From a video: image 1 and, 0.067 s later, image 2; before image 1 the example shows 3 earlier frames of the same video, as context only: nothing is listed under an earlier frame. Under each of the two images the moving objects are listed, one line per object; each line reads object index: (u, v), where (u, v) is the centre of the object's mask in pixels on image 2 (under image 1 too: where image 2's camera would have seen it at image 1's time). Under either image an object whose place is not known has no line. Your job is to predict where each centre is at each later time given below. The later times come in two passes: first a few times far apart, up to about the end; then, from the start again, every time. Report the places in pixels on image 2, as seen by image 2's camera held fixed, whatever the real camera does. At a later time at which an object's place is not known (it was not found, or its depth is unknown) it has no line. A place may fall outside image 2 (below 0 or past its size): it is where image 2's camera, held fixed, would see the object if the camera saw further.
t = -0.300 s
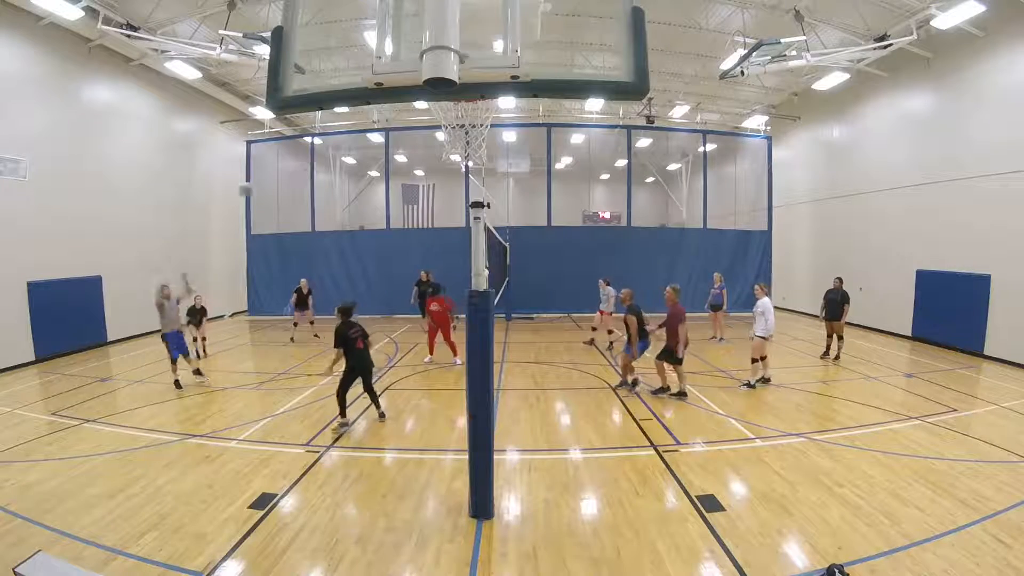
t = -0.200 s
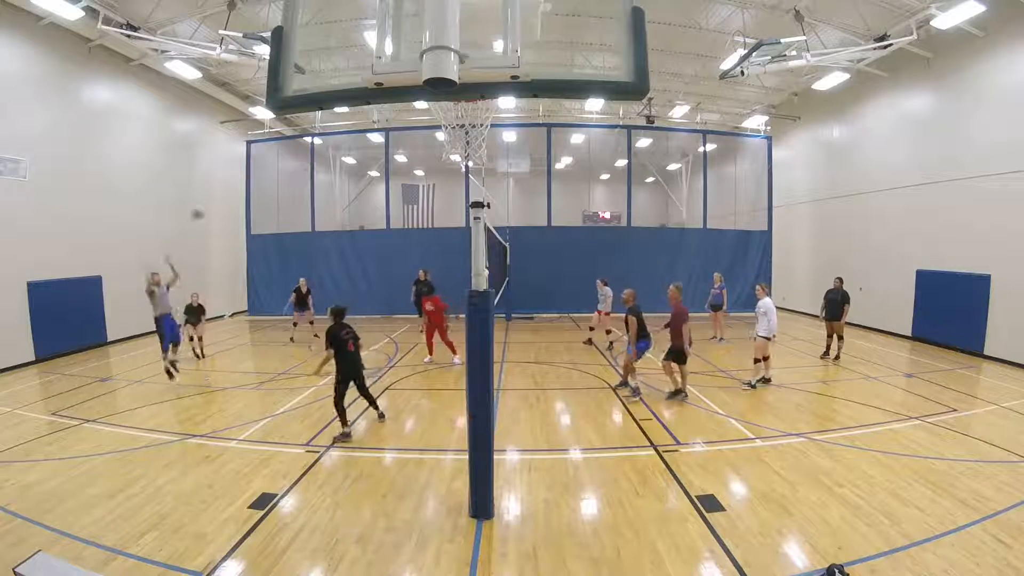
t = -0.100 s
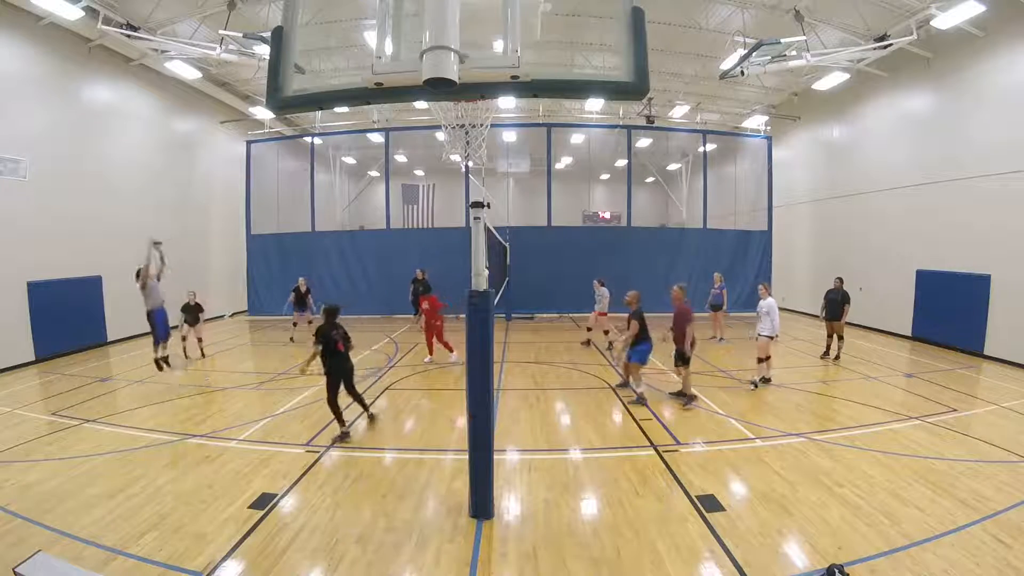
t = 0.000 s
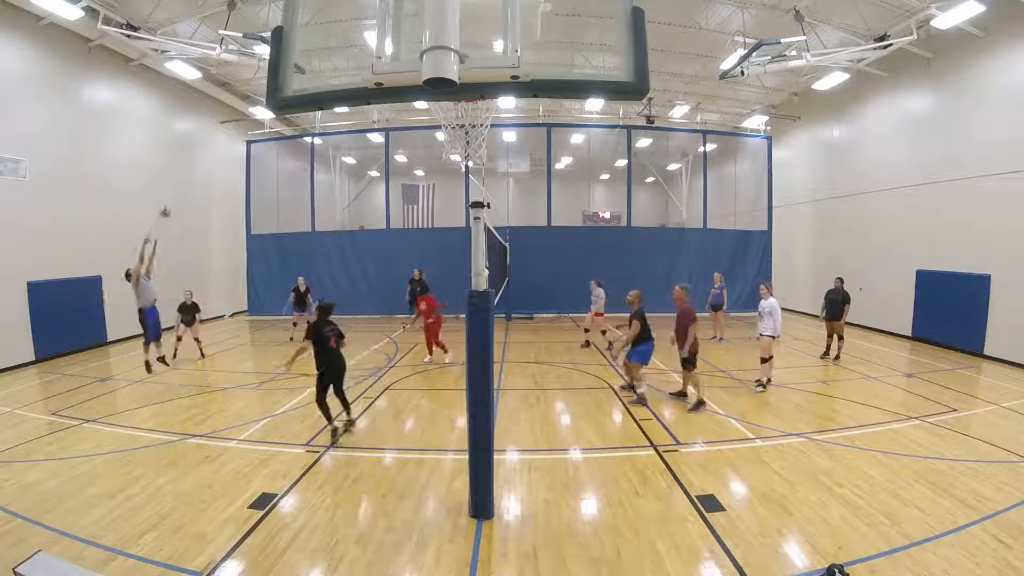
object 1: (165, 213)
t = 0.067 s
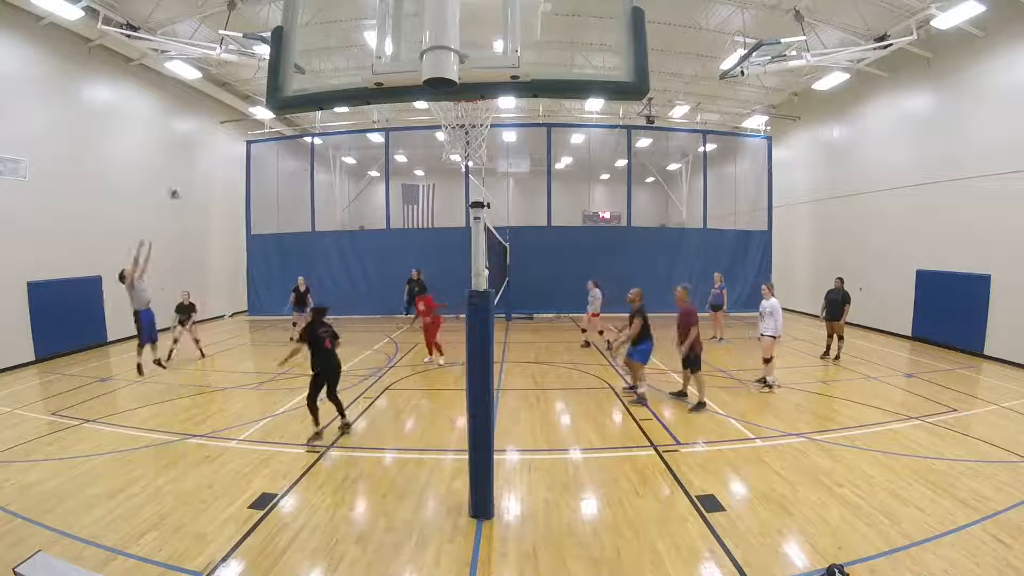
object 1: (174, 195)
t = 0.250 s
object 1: (200, 157)
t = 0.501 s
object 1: (235, 139)
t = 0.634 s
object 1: (254, 144)
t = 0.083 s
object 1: (176, 191)
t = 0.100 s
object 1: (178, 186)
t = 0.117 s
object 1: (180, 183)
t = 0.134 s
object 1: (183, 179)
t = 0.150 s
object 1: (186, 176)
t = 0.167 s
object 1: (188, 173)
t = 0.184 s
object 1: (190, 170)
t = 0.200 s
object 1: (192, 167)
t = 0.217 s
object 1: (195, 163)
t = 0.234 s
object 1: (197, 161)
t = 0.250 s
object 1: (200, 157)
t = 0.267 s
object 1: (201, 156)
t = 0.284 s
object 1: (204, 153)
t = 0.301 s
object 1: (206, 151)
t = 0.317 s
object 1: (209, 149)
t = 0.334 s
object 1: (211, 147)
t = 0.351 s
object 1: (213, 146)
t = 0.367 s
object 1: (215, 144)
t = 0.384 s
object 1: (219, 143)
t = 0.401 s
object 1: (221, 142)
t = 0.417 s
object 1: (224, 141)
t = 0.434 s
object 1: (226, 140)
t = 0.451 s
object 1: (228, 140)
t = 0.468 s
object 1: (231, 139)
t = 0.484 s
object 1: (233, 139)
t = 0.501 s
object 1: (235, 139)
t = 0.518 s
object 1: (237, 140)
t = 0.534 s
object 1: (239, 140)
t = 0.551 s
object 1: (242, 141)
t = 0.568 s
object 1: (243, 141)
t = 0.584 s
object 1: (245, 142)
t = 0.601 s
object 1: (249, 144)
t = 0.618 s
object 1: (252, 144)
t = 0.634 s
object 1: (254, 144)
